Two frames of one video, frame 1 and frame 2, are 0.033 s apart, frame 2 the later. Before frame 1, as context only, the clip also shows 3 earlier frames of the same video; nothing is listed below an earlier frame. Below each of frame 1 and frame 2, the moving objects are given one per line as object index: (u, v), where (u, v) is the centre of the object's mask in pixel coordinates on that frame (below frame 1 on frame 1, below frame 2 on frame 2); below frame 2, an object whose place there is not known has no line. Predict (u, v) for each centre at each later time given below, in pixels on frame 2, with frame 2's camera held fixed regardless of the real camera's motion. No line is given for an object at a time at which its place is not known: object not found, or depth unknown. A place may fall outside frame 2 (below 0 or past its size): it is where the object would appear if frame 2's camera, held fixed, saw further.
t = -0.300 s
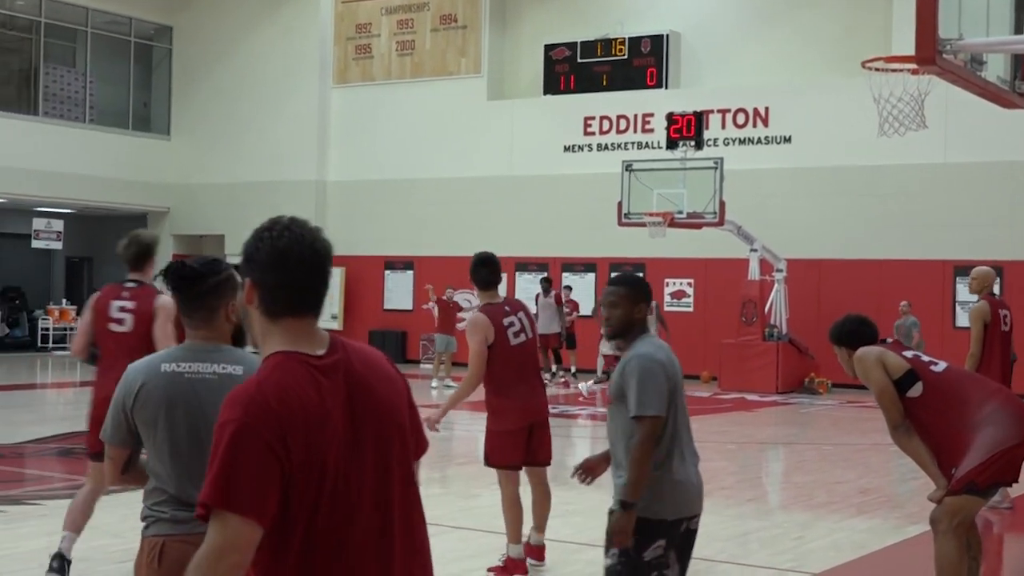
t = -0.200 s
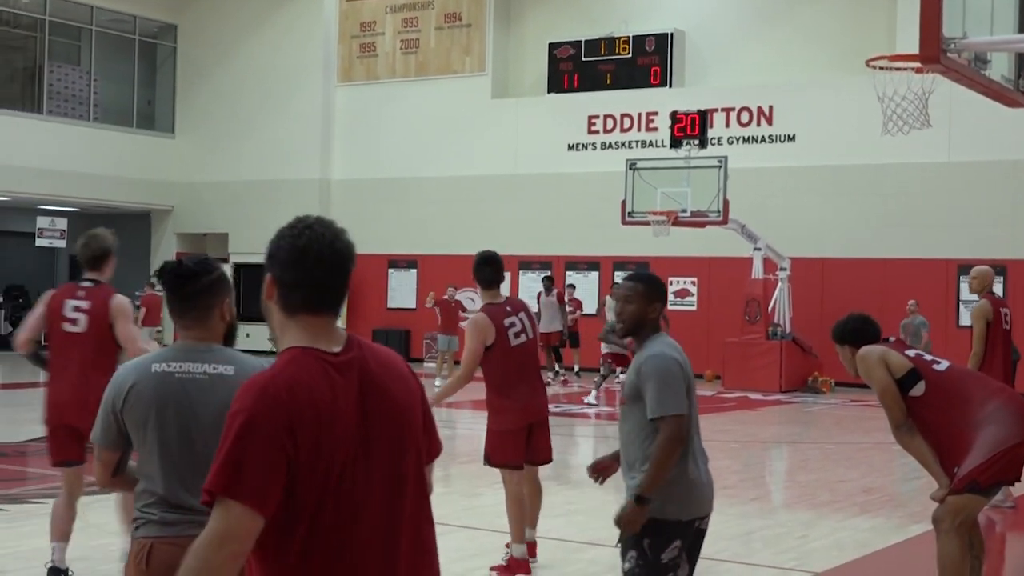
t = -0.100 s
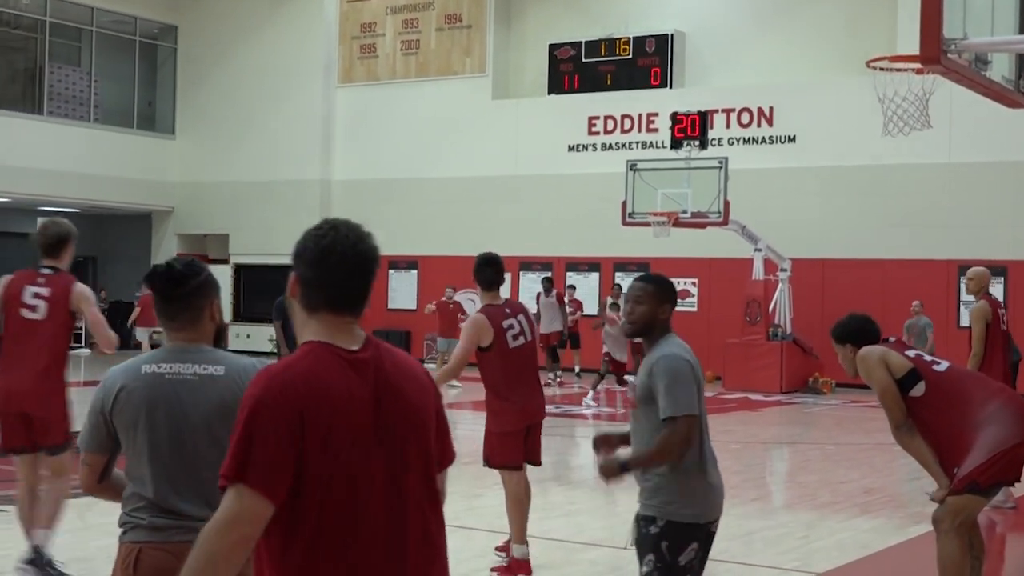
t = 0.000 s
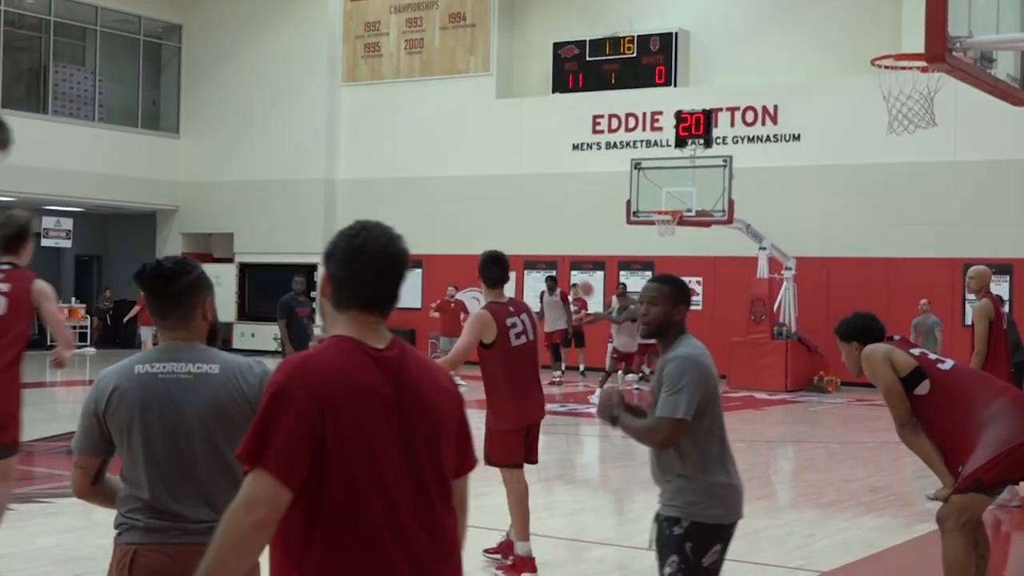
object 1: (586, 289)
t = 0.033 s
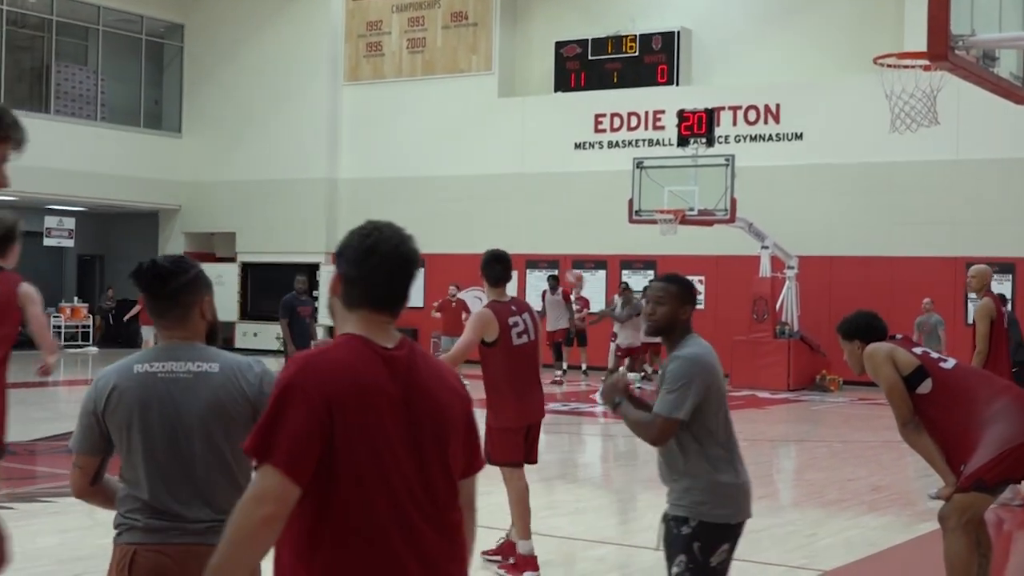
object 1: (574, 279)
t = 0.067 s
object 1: (562, 269)
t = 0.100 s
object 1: (549, 261)
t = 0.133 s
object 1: (535, 253)
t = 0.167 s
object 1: (521, 245)
